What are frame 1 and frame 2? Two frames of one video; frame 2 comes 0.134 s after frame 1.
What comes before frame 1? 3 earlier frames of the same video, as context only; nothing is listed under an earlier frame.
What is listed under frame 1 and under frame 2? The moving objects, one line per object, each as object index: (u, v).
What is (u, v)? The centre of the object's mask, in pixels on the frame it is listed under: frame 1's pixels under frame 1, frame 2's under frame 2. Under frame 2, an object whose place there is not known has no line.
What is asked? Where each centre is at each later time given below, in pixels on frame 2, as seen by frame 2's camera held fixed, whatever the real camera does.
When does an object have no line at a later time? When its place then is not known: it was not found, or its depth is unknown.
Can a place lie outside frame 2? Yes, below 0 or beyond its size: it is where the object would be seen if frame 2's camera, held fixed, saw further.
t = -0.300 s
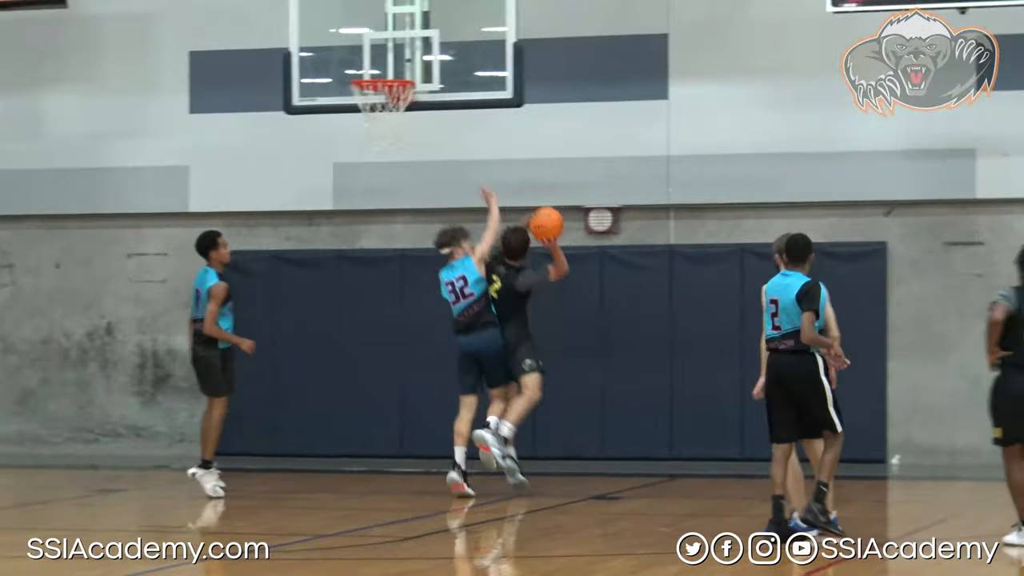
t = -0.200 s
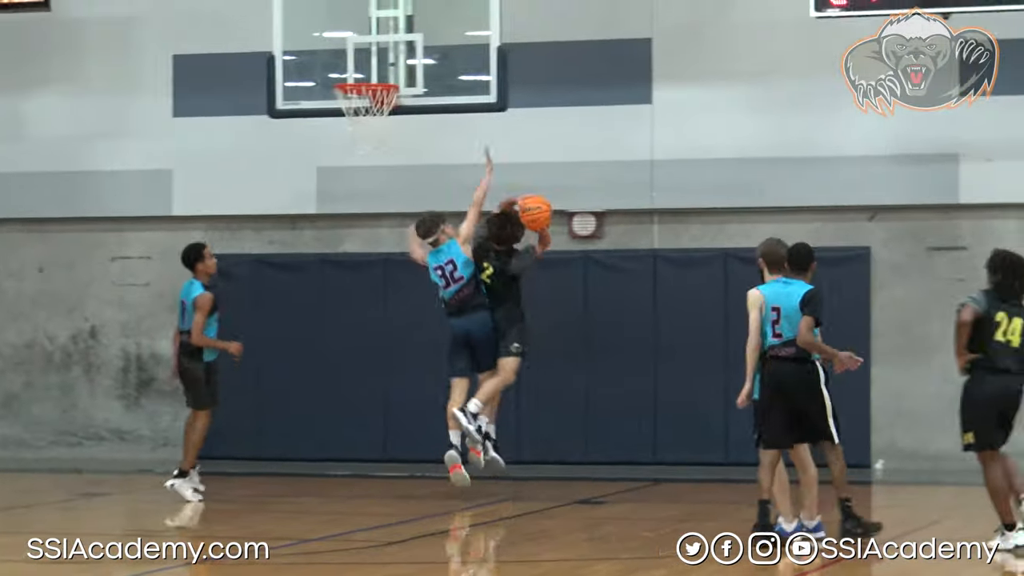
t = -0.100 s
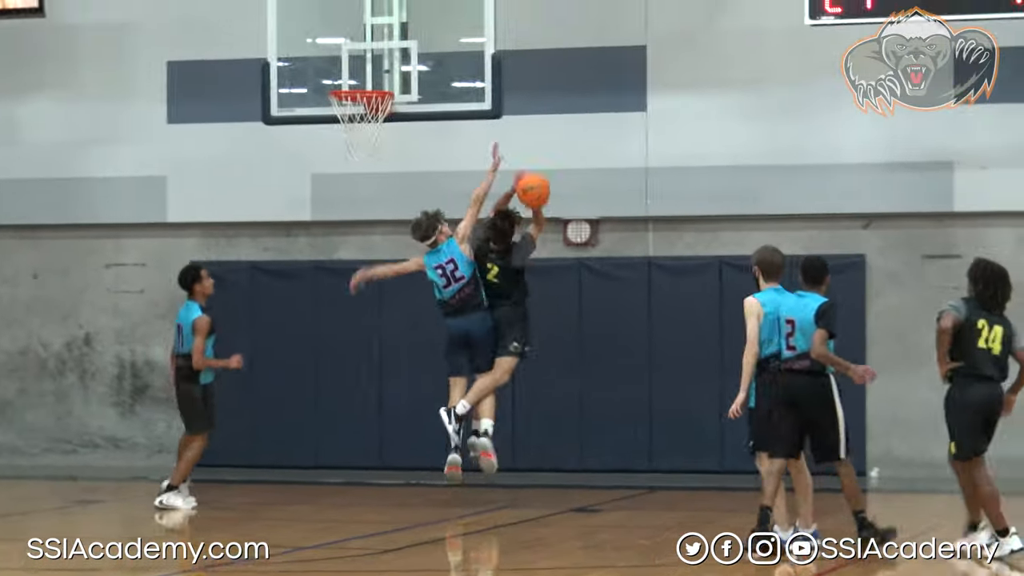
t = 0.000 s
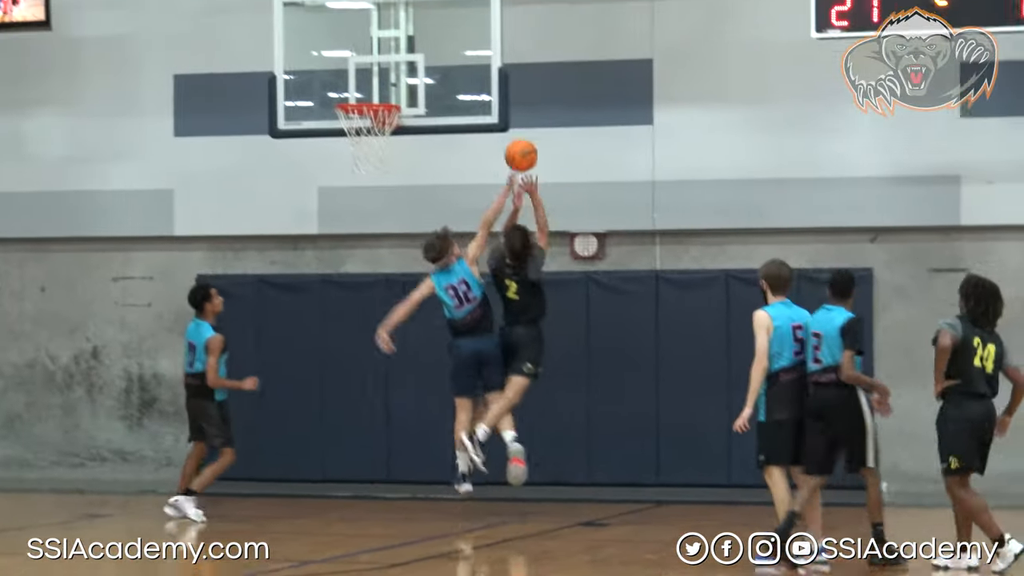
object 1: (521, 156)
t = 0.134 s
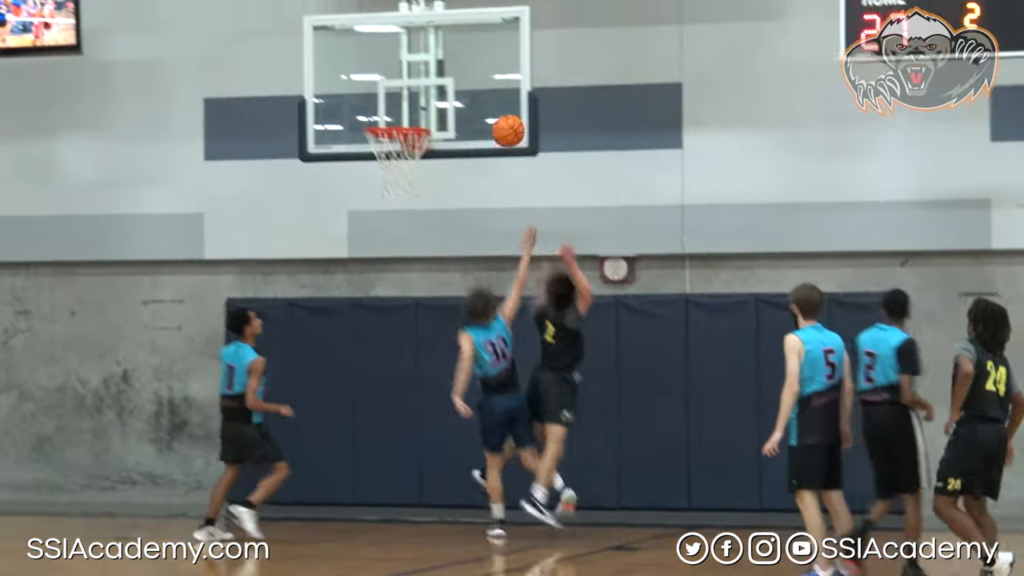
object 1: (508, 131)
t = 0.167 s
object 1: (496, 122)
